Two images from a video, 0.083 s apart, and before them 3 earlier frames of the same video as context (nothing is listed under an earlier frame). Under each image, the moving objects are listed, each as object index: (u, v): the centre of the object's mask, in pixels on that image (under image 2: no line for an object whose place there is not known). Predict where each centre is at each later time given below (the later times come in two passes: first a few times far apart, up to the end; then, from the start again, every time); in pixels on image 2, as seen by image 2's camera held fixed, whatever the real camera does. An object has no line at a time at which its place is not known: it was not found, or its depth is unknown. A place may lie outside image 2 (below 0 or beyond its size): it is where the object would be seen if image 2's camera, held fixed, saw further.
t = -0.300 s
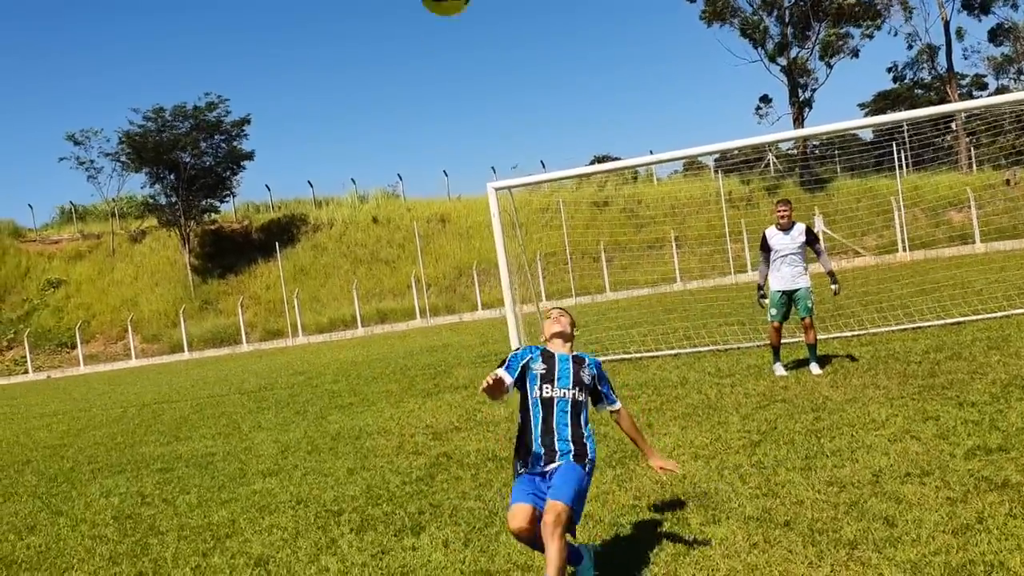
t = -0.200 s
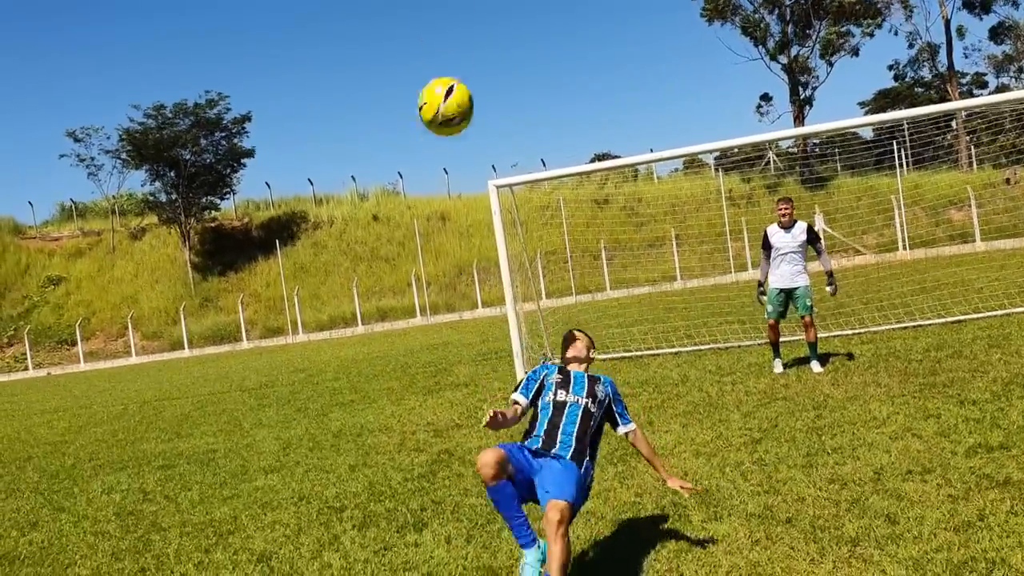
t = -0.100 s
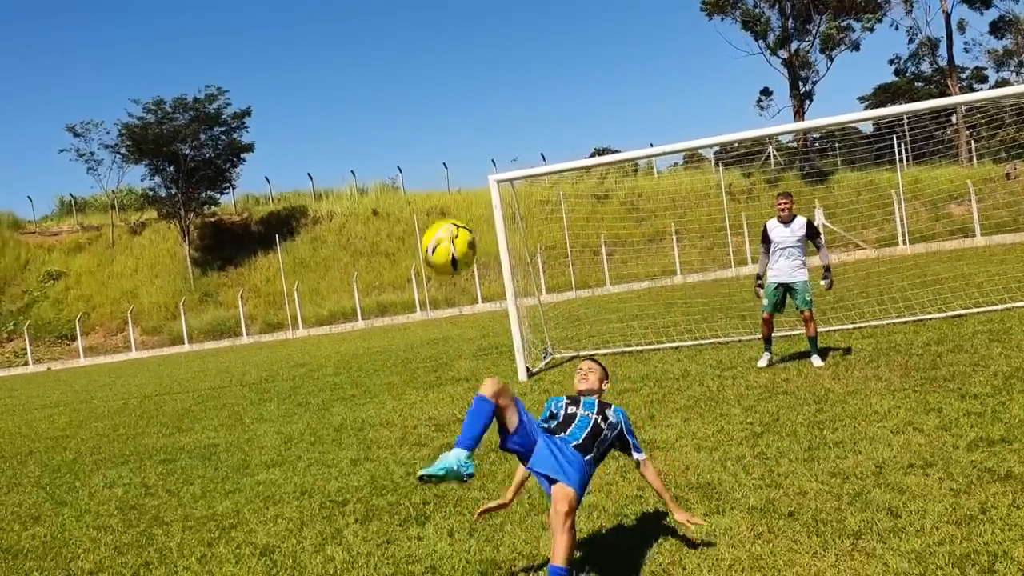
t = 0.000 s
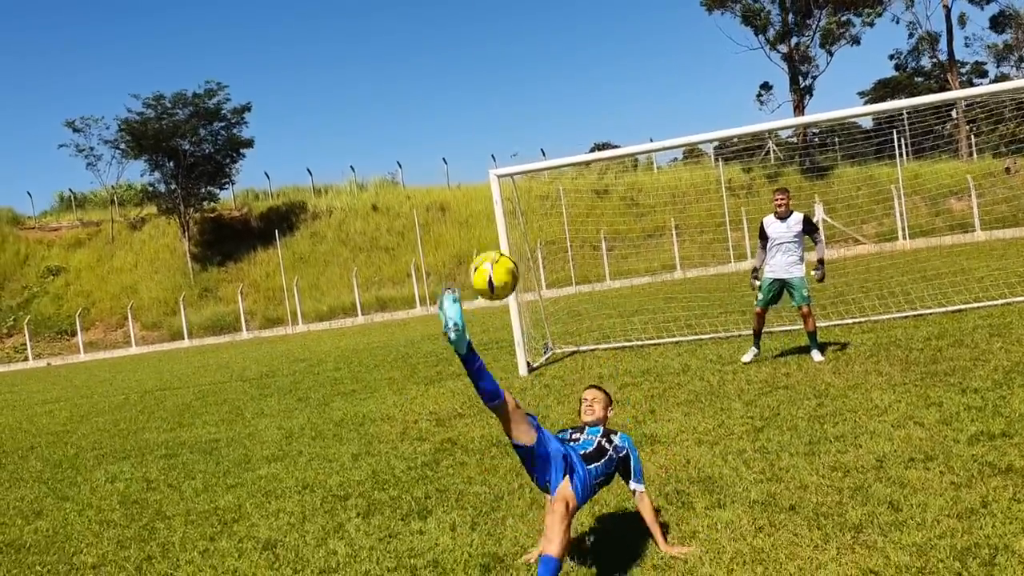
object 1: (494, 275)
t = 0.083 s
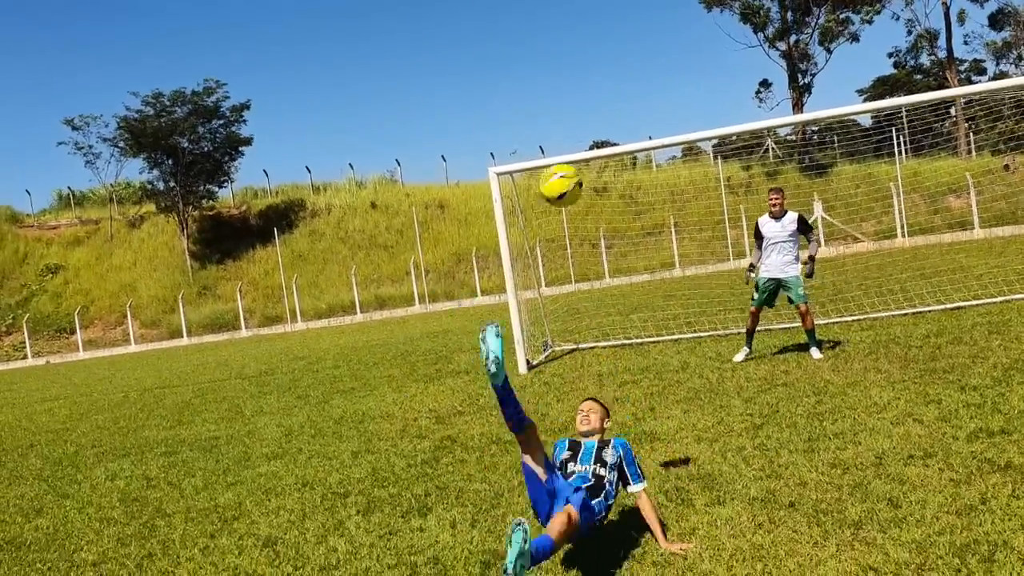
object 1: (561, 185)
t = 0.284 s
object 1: (665, 93)
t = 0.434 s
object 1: (711, 83)
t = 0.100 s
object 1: (572, 173)
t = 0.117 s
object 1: (583, 160)
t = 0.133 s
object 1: (593, 150)
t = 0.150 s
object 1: (602, 140)
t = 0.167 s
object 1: (611, 132)
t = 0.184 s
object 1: (620, 124)
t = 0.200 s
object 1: (629, 117)
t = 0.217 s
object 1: (636, 111)
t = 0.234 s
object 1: (644, 106)
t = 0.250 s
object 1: (651, 101)
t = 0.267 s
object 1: (658, 97)
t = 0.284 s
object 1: (665, 93)
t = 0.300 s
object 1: (671, 90)
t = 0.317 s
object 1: (676, 88)
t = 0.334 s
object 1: (682, 86)
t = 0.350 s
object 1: (687, 85)
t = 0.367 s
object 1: (692, 84)
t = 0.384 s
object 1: (697, 83)
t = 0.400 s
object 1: (702, 82)
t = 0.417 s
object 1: (707, 83)
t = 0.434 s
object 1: (711, 83)
